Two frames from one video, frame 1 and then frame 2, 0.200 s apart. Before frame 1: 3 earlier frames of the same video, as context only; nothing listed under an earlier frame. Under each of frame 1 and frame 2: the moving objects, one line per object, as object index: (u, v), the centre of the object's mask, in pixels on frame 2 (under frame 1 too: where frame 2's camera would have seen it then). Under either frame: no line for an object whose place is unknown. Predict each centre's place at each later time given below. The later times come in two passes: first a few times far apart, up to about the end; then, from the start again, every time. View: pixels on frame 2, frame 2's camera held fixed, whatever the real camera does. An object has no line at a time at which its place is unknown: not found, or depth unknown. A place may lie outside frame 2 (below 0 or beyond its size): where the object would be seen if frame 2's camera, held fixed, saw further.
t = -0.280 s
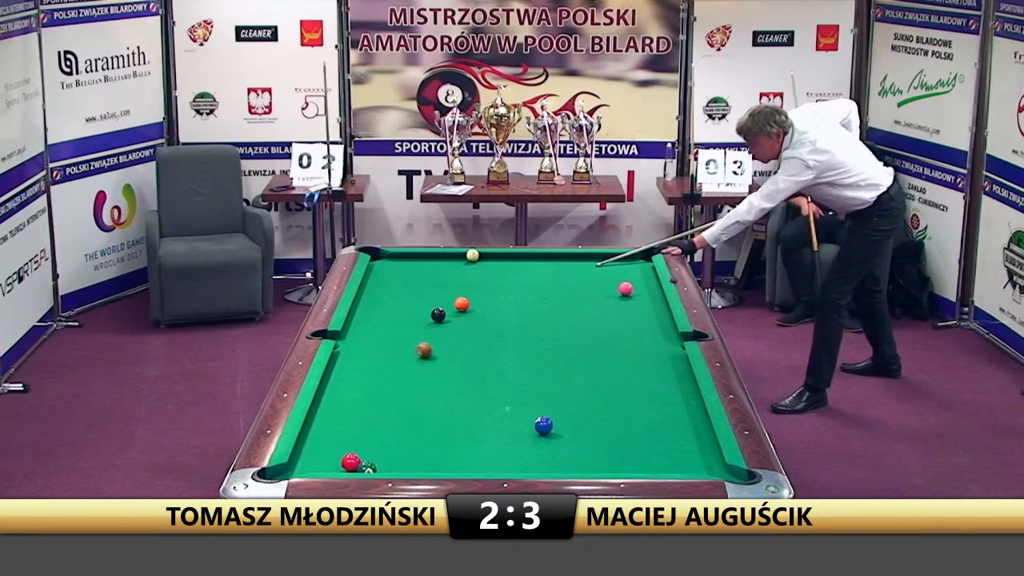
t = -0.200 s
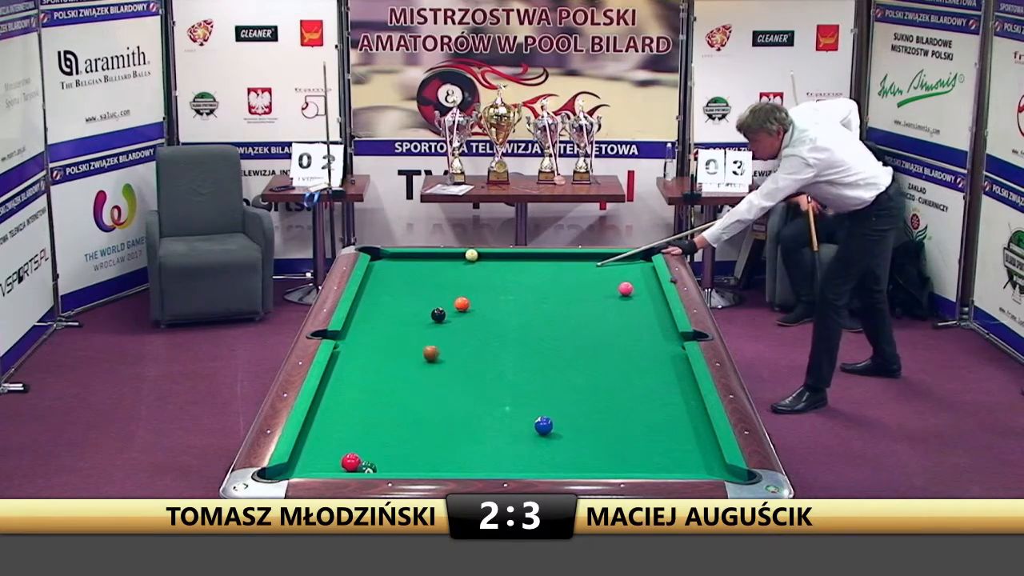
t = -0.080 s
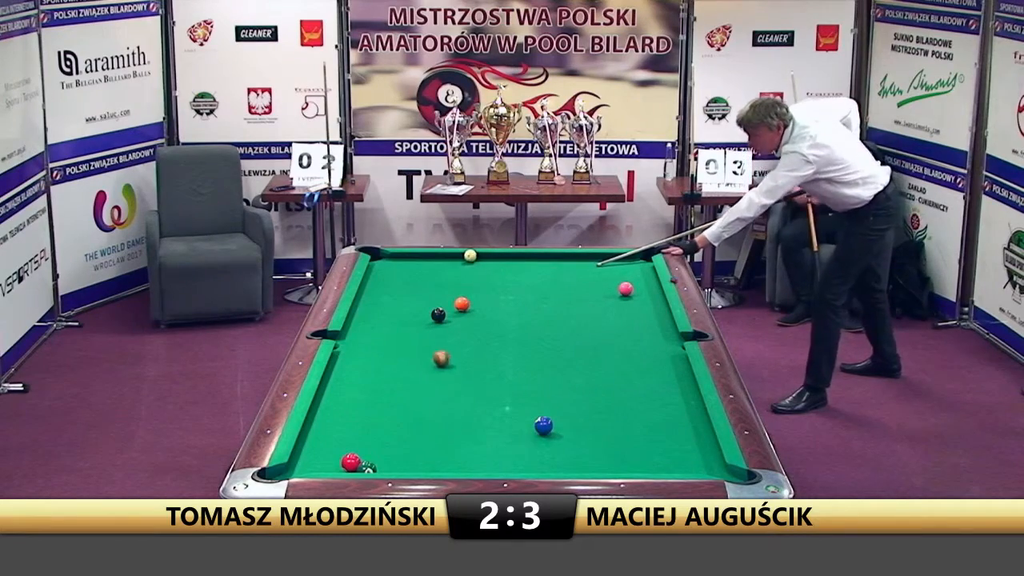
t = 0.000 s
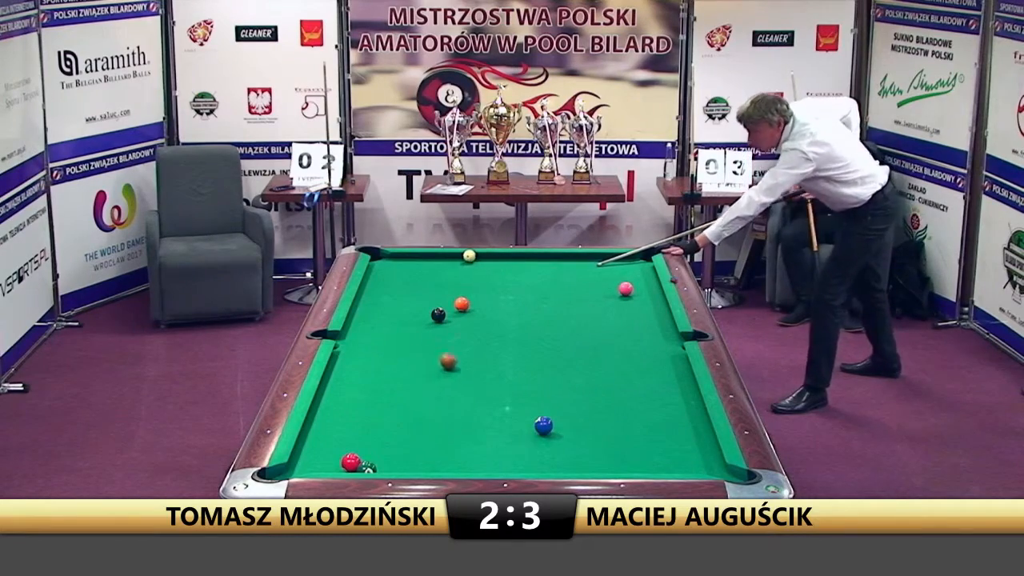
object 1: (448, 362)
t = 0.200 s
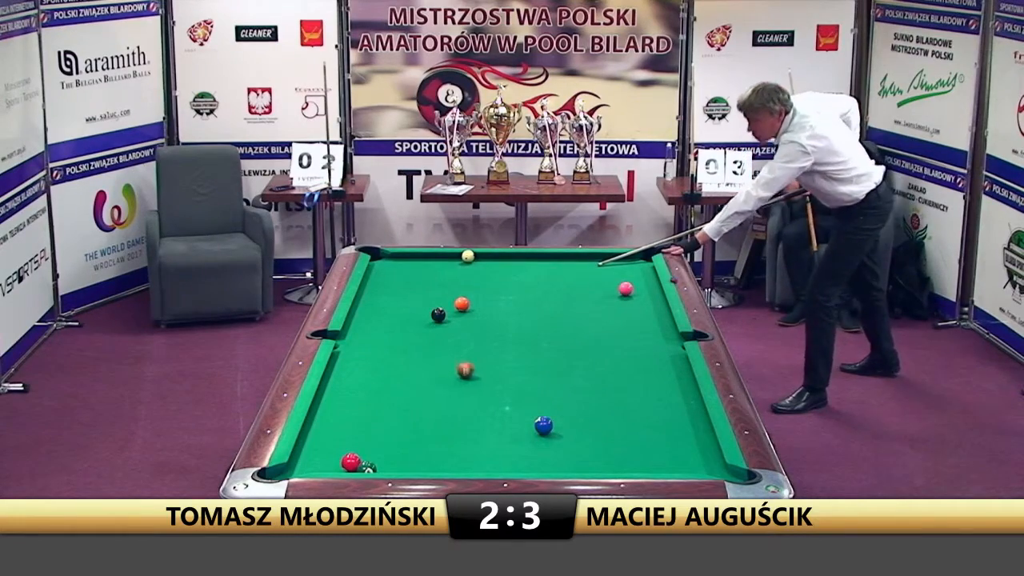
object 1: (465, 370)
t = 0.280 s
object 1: (472, 374)
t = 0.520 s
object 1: (492, 384)
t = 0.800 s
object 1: (516, 395)
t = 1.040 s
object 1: (536, 405)
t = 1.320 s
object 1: (560, 417)
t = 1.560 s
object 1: (580, 426)
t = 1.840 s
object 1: (604, 437)
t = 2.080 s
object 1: (624, 447)
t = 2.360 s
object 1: (646, 458)
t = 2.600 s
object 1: (666, 466)
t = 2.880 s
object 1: (683, 468)
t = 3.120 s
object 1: (691, 466)
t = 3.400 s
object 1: (699, 463)
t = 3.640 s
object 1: (706, 460)
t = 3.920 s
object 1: (712, 458)
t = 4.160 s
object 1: (712, 457)
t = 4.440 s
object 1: (711, 457)
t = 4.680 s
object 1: (711, 456)
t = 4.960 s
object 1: (711, 457)
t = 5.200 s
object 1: (711, 456)
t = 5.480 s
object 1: (711, 456)
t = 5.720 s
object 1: (711, 456)
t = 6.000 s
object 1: (711, 456)
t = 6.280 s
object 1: (711, 456)
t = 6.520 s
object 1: (711, 456)
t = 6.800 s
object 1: (711, 456)
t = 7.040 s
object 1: (711, 456)
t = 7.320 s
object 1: (711, 457)
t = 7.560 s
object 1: (711, 456)
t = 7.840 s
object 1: (711, 456)
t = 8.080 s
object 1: (711, 456)
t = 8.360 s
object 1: (711, 456)
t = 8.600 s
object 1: (711, 457)
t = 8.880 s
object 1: (711, 457)
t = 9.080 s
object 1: (711, 457)
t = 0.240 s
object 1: (468, 372)
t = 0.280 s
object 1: (472, 374)
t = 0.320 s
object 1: (474, 375)
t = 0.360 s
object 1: (478, 377)
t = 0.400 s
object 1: (482, 378)
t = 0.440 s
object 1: (485, 380)
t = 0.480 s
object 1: (488, 382)
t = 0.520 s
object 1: (492, 384)
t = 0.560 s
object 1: (495, 385)
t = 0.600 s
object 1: (499, 387)
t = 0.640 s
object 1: (502, 389)
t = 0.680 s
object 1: (505, 390)
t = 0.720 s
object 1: (509, 392)
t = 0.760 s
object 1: (513, 393)
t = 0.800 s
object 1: (516, 395)
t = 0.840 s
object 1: (519, 397)
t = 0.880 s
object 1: (523, 398)
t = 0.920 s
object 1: (526, 400)
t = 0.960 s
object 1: (529, 401)
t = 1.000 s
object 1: (532, 403)
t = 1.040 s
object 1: (536, 405)
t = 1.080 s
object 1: (540, 406)
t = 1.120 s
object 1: (543, 408)
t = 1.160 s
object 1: (546, 409)
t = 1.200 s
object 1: (550, 411)
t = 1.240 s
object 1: (554, 412)
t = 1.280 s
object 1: (557, 414)
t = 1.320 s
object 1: (560, 417)
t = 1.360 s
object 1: (564, 418)
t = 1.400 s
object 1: (567, 419)
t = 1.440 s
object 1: (570, 421)
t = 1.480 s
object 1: (573, 422)
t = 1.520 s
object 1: (577, 424)
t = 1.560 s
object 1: (580, 426)
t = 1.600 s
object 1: (584, 428)
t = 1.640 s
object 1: (587, 429)
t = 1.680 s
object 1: (590, 431)
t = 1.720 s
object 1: (594, 432)
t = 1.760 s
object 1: (597, 434)
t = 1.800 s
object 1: (601, 436)
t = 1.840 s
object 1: (604, 437)
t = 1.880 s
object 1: (607, 439)
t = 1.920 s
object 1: (610, 440)
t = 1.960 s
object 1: (613, 442)
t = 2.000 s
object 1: (617, 443)
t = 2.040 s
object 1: (620, 445)
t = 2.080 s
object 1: (624, 447)
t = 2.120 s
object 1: (627, 448)
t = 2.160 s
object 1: (630, 450)
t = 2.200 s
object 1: (634, 451)
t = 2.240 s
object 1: (637, 453)
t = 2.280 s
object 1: (640, 455)
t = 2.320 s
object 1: (643, 456)
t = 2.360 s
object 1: (646, 458)
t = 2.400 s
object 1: (650, 459)
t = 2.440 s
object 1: (652, 460)
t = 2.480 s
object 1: (656, 462)
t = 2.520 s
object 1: (659, 463)
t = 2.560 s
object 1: (662, 466)
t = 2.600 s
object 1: (666, 466)
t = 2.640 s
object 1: (669, 467)
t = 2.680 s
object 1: (672, 467)
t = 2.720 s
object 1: (675, 468)
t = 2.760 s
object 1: (678, 468)
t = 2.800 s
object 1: (680, 468)
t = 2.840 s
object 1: (681, 468)
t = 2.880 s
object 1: (683, 468)
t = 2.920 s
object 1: (685, 468)
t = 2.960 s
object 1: (686, 468)
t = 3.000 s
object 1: (687, 467)
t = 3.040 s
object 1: (688, 467)
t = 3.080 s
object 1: (690, 466)
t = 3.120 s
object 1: (691, 466)
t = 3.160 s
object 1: (692, 465)
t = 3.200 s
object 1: (693, 465)
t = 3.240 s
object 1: (695, 464)
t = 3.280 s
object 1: (696, 464)
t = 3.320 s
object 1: (697, 464)
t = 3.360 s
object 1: (698, 463)
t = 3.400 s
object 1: (699, 463)
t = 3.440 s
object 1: (701, 462)
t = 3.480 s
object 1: (702, 462)
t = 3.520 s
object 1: (703, 461)
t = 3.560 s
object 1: (704, 461)
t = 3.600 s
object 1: (705, 461)
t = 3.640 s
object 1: (706, 460)
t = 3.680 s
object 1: (707, 460)
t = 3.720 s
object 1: (708, 459)
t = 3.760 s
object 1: (708, 459)
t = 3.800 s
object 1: (709, 459)
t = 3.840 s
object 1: (710, 458)
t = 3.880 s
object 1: (711, 458)
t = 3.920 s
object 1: (712, 458)
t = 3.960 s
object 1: (713, 458)
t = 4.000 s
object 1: (713, 457)
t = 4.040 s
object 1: (713, 457)
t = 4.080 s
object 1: (713, 457)
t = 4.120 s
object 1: (713, 457)
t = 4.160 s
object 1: (712, 457)
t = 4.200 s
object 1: (712, 457)
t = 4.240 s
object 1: (712, 457)
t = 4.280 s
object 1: (712, 457)
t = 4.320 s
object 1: (711, 457)
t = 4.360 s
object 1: (711, 457)
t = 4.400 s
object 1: (711, 457)
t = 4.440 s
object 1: (711, 457)
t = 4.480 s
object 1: (711, 457)
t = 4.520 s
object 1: (711, 457)
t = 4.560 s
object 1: (711, 456)
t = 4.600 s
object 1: (711, 457)
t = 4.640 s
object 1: (711, 456)
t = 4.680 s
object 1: (711, 456)
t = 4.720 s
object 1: (711, 457)
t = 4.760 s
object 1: (711, 457)
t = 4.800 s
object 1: (711, 457)
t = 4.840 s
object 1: (711, 457)
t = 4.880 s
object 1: (711, 457)
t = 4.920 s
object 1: (711, 457)
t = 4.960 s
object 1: (711, 457)
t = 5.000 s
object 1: (711, 456)
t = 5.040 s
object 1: (711, 457)
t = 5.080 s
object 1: (711, 457)
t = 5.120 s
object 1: (711, 457)
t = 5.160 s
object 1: (711, 457)
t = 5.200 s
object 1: (711, 456)
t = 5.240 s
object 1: (711, 457)
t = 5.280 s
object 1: (711, 456)
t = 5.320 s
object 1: (711, 456)
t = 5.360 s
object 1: (711, 456)
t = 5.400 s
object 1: (711, 456)
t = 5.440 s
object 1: (711, 456)
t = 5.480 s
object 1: (711, 456)
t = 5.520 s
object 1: (711, 456)
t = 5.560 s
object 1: (711, 457)
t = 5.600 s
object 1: (711, 457)
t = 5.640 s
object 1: (711, 456)
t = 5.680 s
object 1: (711, 456)
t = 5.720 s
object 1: (711, 456)
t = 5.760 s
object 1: (711, 456)
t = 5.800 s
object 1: (711, 456)
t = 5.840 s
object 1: (711, 456)
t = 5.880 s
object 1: (711, 456)
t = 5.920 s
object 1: (711, 456)
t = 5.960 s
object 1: (711, 456)
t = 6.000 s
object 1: (711, 456)
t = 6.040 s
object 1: (711, 456)
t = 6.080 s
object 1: (711, 456)
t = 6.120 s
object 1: (711, 456)
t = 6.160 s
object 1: (711, 456)
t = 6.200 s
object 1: (711, 456)
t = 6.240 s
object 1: (711, 456)
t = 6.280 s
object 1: (711, 456)
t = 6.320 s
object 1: (711, 456)
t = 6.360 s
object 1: (711, 456)
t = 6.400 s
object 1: (711, 457)
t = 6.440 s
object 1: (711, 456)
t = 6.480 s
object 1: (711, 456)
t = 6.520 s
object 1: (711, 456)
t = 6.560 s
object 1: (711, 456)
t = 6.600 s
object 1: (711, 456)
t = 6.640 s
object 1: (711, 456)
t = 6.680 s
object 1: (711, 456)
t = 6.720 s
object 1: (711, 456)
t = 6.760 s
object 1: (711, 456)
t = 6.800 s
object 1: (711, 456)
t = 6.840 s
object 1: (711, 456)
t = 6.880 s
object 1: (711, 456)
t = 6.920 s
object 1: (711, 456)
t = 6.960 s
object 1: (711, 456)
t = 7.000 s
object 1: (711, 456)
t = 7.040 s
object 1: (711, 456)
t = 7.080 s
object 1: (711, 456)
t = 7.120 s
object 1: (711, 456)
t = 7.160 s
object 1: (711, 456)
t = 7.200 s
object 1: (711, 456)
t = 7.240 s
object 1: (711, 457)
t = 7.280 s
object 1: (711, 457)
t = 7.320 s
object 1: (711, 457)
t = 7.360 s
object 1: (711, 456)
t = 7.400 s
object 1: (711, 456)
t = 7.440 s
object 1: (711, 457)
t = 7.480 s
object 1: (711, 456)
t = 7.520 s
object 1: (711, 457)
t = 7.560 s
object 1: (711, 456)
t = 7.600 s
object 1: (711, 456)
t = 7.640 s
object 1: (711, 456)
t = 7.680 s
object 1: (711, 456)
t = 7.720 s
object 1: (711, 456)
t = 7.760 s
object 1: (711, 456)
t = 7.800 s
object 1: (711, 456)
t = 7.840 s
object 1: (711, 456)
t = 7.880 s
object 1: (711, 457)
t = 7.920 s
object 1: (711, 456)
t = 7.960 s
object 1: (711, 456)
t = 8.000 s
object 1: (711, 456)
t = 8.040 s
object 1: (711, 457)
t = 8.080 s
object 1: (711, 456)
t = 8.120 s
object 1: (711, 457)
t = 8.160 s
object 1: (711, 457)
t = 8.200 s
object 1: (711, 457)
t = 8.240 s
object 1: (711, 456)
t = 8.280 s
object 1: (711, 457)
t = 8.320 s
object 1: (711, 457)
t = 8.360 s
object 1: (711, 456)
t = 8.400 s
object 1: (711, 457)
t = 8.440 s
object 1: (711, 457)
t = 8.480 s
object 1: (711, 457)
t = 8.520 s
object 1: (711, 457)
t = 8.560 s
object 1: (711, 457)
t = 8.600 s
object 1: (711, 457)
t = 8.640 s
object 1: (711, 457)
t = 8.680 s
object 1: (711, 457)
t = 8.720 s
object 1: (711, 457)
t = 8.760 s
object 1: (711, 457)
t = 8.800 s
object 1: (711, 457)
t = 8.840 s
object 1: (711, 457)
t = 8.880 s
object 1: (711, 457)
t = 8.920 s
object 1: (711, 457)
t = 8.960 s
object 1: (711, 457)
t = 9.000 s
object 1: (711, 457)
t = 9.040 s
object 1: (711, 457)
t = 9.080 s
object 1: (711, 457)
